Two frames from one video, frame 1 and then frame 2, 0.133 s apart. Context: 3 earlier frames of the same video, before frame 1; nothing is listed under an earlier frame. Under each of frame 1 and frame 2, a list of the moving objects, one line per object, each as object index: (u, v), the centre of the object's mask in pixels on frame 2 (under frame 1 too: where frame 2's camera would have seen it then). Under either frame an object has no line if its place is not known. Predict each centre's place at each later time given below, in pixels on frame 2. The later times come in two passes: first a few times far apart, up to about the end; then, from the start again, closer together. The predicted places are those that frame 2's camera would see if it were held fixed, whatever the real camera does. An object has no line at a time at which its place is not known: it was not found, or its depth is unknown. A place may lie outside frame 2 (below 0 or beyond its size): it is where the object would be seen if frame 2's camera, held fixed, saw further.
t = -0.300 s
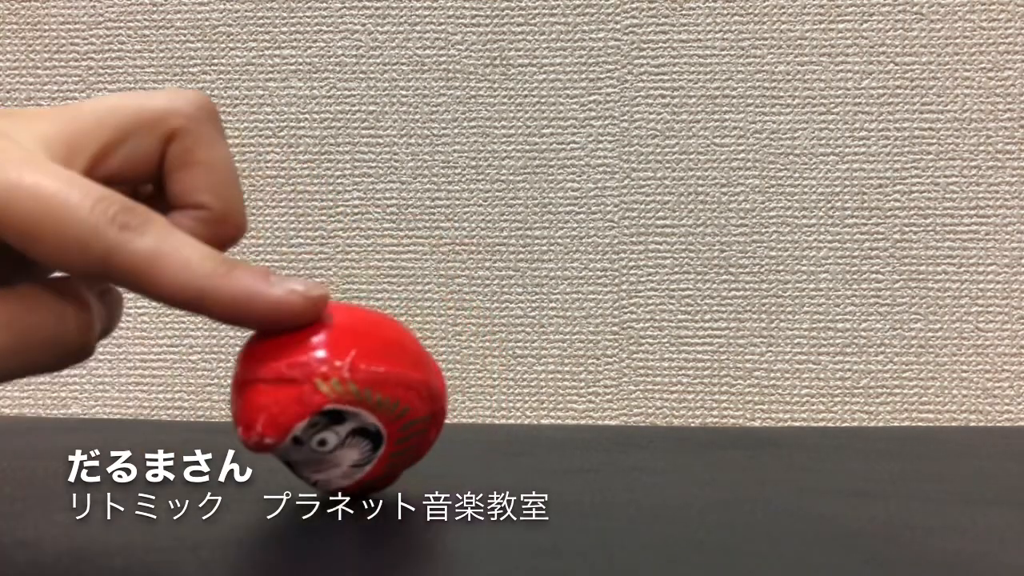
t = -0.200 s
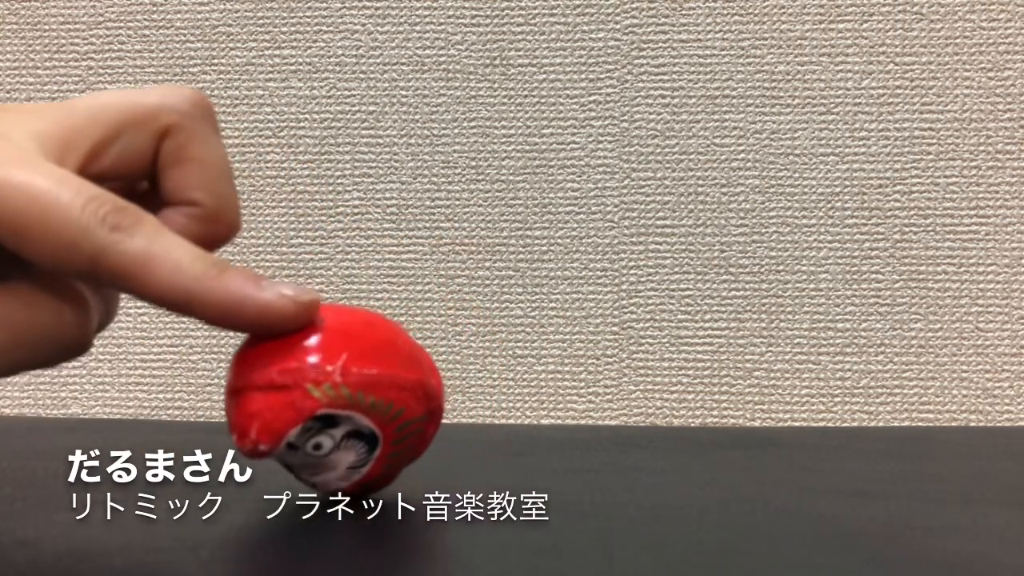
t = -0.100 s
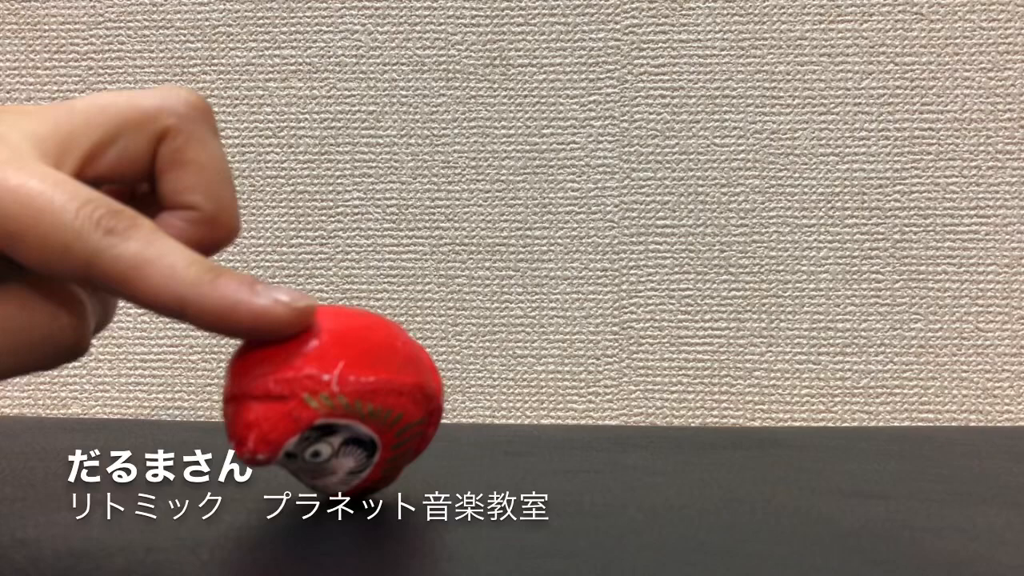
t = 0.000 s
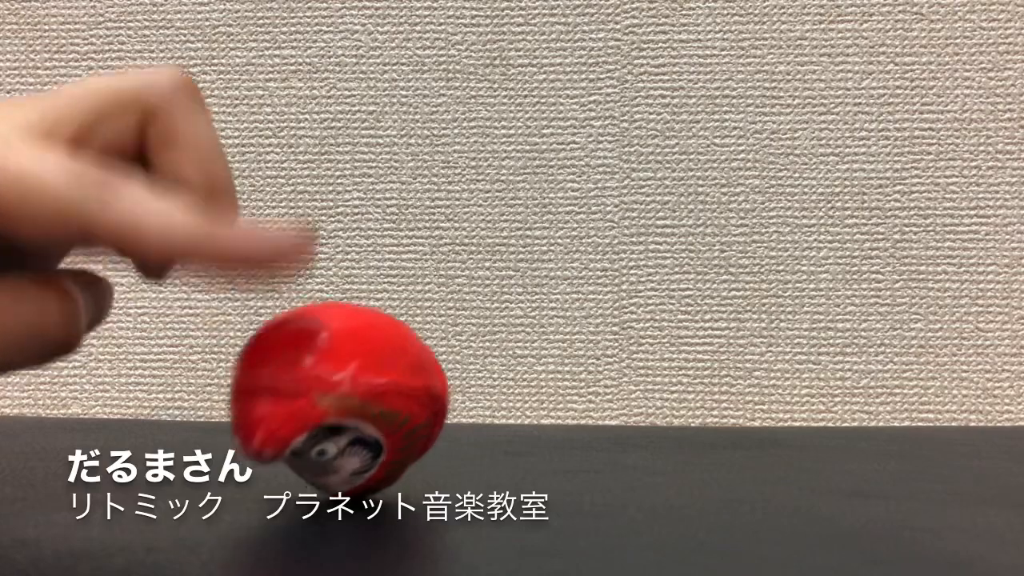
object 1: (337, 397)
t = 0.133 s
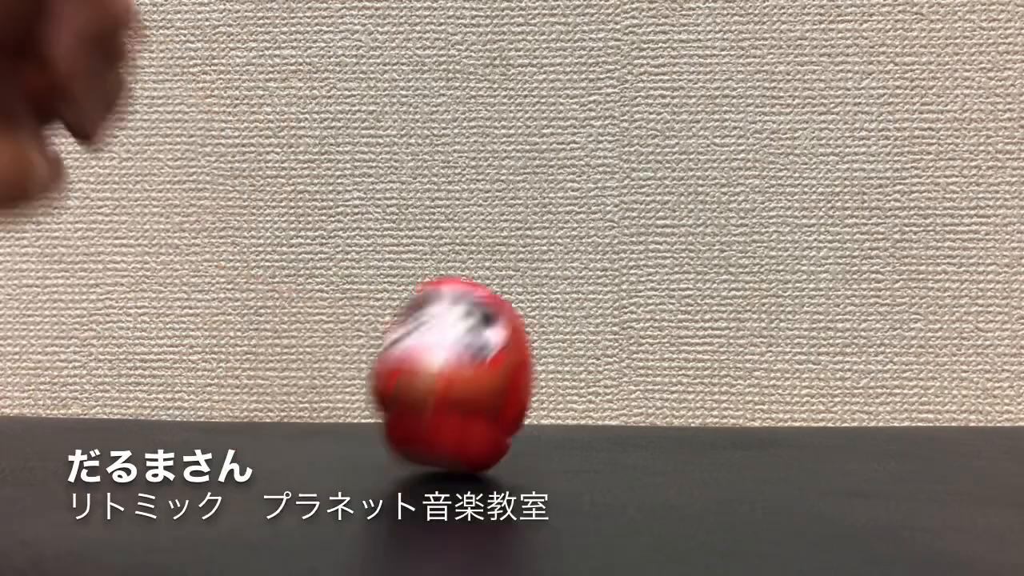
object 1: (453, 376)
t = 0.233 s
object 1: (486, 383)
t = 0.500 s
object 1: (404, 391)
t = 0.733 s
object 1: (448, 382)
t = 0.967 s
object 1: (417, 384)
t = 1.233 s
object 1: (446, 382)
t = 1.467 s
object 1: (457, 379)
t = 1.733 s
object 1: (448, 383)
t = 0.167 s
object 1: (471, 380)
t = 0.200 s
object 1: (482, 383)
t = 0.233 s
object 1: (486, 383)
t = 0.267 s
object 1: (483, 383)
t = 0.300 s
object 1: (478, 383)
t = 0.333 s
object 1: (464, 382)
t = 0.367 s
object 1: (445, 377)
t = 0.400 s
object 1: (423, 380)
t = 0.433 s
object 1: (411, 382)
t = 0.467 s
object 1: (407, 385)
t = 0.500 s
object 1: (404, 391)
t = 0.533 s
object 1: (404, 398)
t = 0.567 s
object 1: (407, 401)
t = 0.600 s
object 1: (416, 399)
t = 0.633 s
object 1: (427, 393)
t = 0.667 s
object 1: (437, 388)
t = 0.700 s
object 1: (444, 384)
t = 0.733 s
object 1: (448, 382)
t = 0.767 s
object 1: (446, 383)
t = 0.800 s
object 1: (436, 377)
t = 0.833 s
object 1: (428, 378)
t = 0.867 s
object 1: (422, 381)
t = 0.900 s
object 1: (418, 383)
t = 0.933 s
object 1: (416, 384)
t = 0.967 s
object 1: (417, 384)
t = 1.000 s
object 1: (419, 384)
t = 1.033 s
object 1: (423, 383)
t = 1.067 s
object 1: (428, 382)
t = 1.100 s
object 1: (431, 380)
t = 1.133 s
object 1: (434, 377)
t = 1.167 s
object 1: (436, 376)
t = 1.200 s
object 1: (441, 381)
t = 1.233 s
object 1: (446, 382)
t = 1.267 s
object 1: (446, 381)
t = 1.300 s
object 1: (445, 382)
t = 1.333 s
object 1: (442, 383)
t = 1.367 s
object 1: (440, 384)
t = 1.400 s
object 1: (448, 378)
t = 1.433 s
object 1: (454, 377)
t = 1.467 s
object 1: (457, 379)
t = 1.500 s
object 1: (452, 383)
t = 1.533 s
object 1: (435, 383)
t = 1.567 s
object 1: (424, 382)
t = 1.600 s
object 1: (427, 382)
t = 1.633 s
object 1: (446, 384)
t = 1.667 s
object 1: (462, 381)
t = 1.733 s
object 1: (448, 383)
